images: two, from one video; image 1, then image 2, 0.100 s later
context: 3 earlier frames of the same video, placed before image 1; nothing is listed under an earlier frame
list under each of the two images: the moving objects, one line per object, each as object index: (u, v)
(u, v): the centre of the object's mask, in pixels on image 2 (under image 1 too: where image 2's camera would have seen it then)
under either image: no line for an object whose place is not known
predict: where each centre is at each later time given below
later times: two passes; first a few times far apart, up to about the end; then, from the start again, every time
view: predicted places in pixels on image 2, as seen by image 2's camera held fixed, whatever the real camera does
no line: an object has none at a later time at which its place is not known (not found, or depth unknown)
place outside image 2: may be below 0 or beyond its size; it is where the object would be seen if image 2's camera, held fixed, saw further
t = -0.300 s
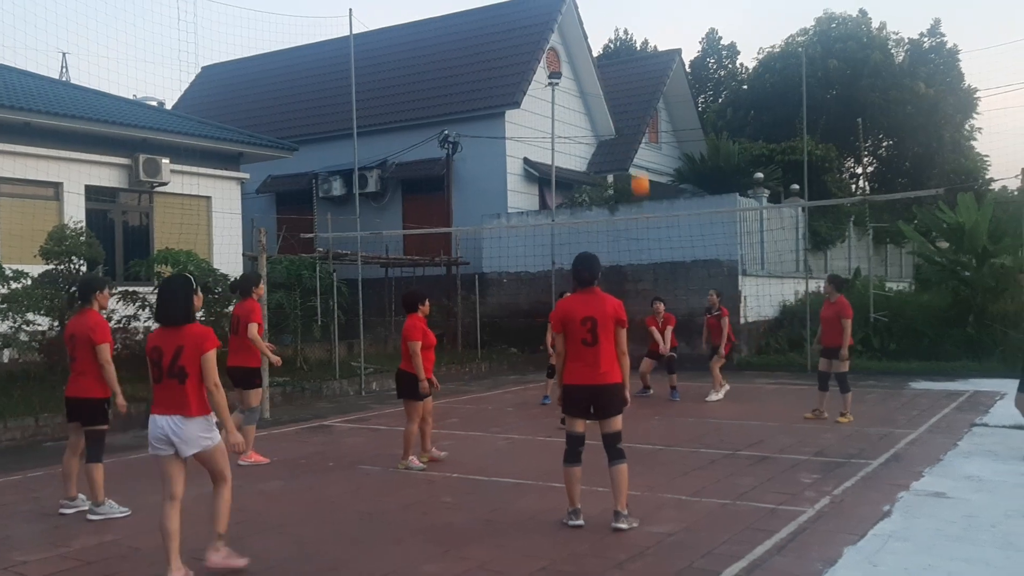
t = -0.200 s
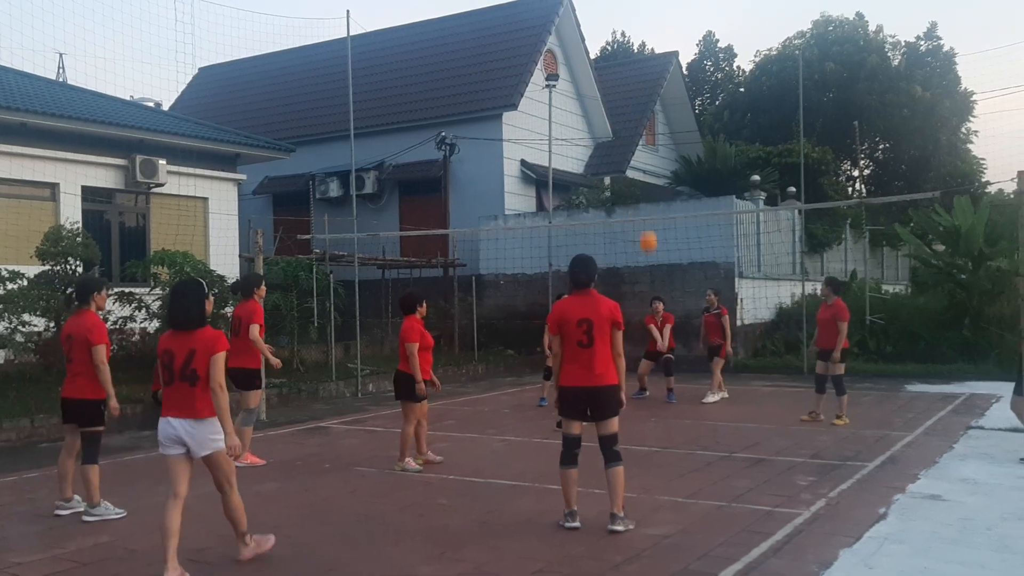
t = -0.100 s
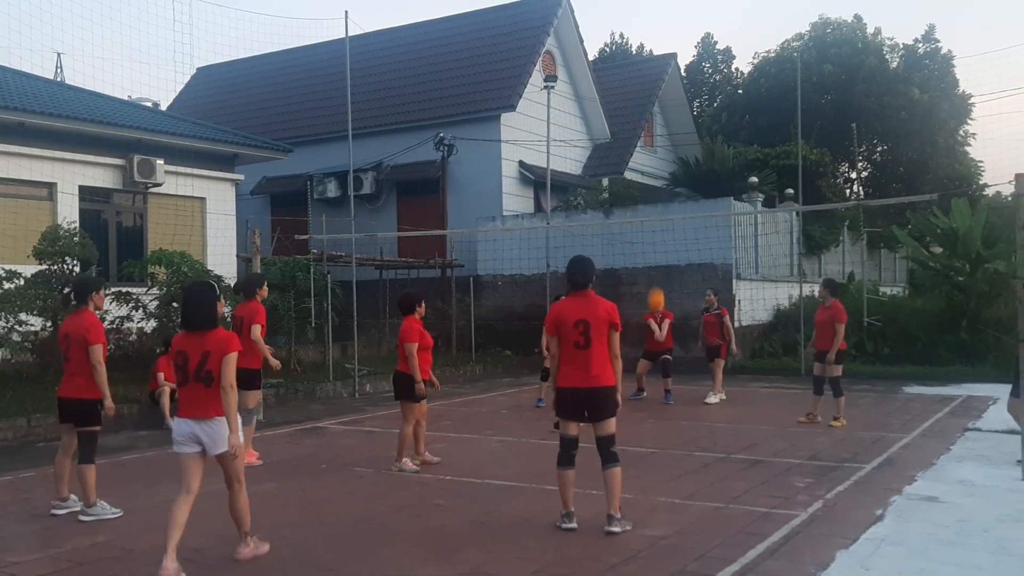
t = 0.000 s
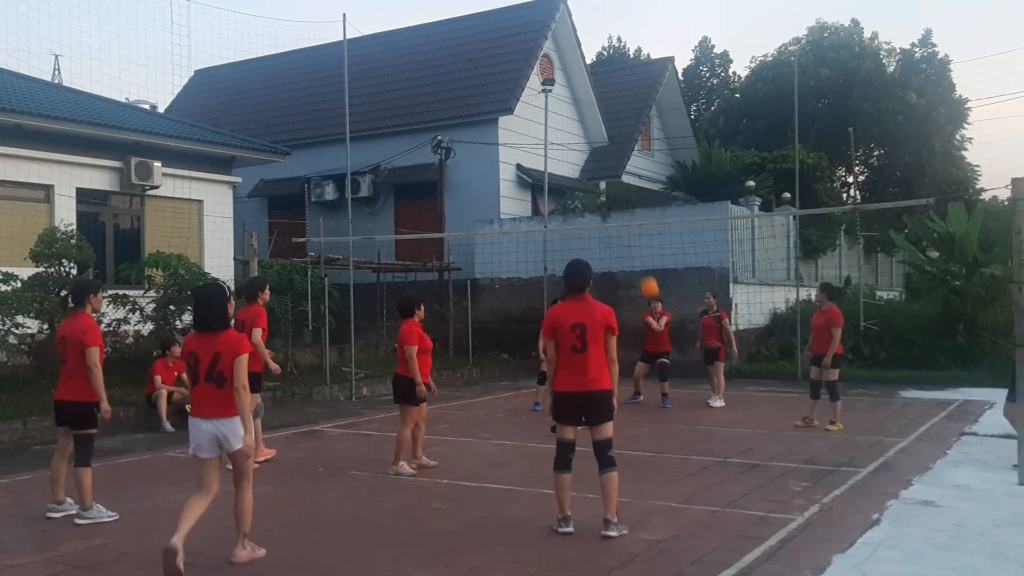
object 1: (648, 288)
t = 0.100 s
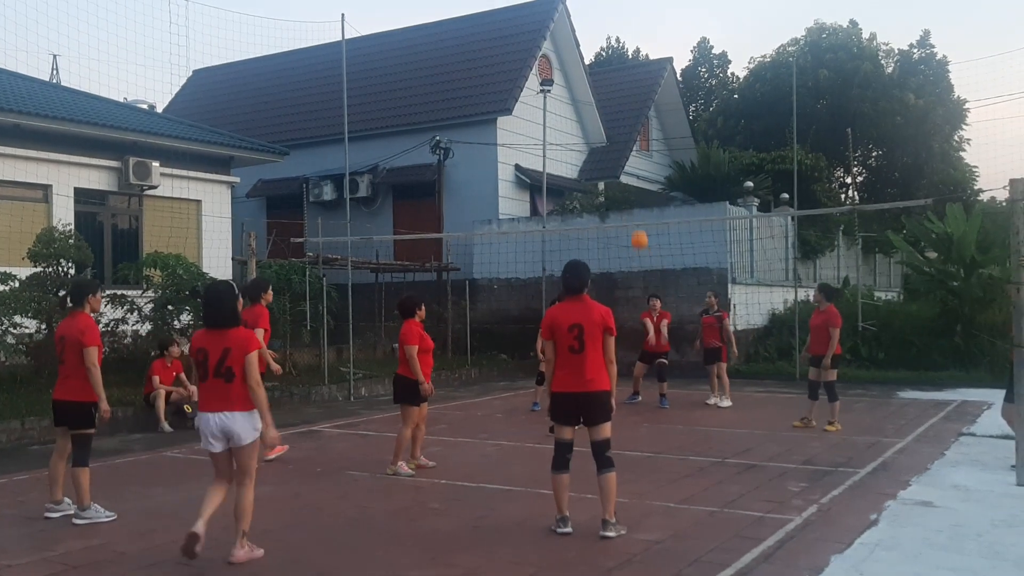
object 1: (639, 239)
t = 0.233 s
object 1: (627, 188)
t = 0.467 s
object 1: (610, 131)
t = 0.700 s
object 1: (592, 115)
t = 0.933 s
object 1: (574, 142)
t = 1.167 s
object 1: (557, 217)
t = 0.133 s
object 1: (636, 225)
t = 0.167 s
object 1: (633, 211)
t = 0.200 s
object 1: (630, 199)
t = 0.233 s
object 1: (627, 188)
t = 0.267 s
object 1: (624, 177)
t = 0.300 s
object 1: (622, 166)
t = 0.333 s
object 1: (619, 158)
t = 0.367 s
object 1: (617, 150)
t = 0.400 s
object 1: (615, 143)
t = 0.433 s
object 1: (612, 137)
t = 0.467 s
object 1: (610, 131)
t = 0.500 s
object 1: (607, 126)
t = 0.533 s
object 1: (605, 122)
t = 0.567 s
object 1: (602, 119)
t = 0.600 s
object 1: (600, 117)
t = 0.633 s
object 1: (597, 115)
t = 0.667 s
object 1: (594, 115)
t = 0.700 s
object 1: (592, 115)
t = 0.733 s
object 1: (589, 116)
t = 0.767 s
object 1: (587, 118)
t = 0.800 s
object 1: (584, 121)
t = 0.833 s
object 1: (582, 124)
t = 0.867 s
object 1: (579, 130)
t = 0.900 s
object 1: (576, 135)
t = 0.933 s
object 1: (574, 142)
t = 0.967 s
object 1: (571, 151)
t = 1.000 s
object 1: (569, 159)
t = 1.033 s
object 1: (566, 169)
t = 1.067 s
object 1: (564, 181)
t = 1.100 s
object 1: (561, 191)
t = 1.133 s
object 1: (559, 204)
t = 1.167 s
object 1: (557, 217)
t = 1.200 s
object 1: (555, 232)
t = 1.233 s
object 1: (553, 248)
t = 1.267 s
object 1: (551, 265)
